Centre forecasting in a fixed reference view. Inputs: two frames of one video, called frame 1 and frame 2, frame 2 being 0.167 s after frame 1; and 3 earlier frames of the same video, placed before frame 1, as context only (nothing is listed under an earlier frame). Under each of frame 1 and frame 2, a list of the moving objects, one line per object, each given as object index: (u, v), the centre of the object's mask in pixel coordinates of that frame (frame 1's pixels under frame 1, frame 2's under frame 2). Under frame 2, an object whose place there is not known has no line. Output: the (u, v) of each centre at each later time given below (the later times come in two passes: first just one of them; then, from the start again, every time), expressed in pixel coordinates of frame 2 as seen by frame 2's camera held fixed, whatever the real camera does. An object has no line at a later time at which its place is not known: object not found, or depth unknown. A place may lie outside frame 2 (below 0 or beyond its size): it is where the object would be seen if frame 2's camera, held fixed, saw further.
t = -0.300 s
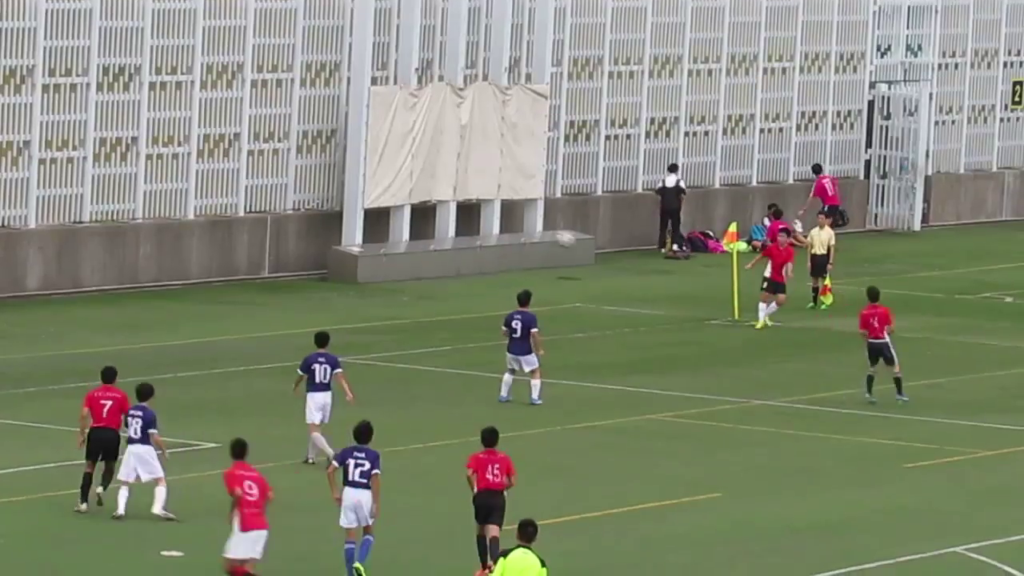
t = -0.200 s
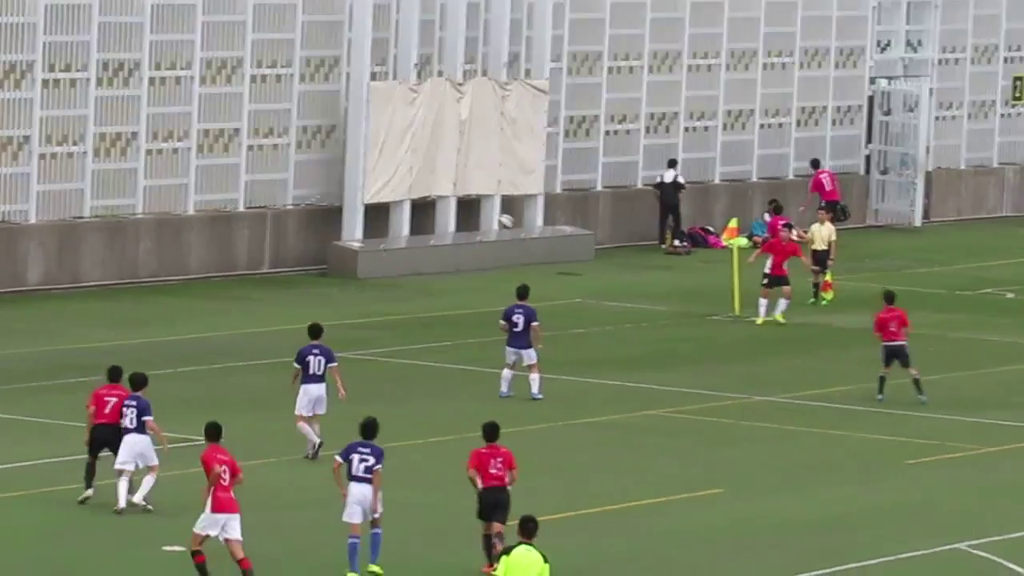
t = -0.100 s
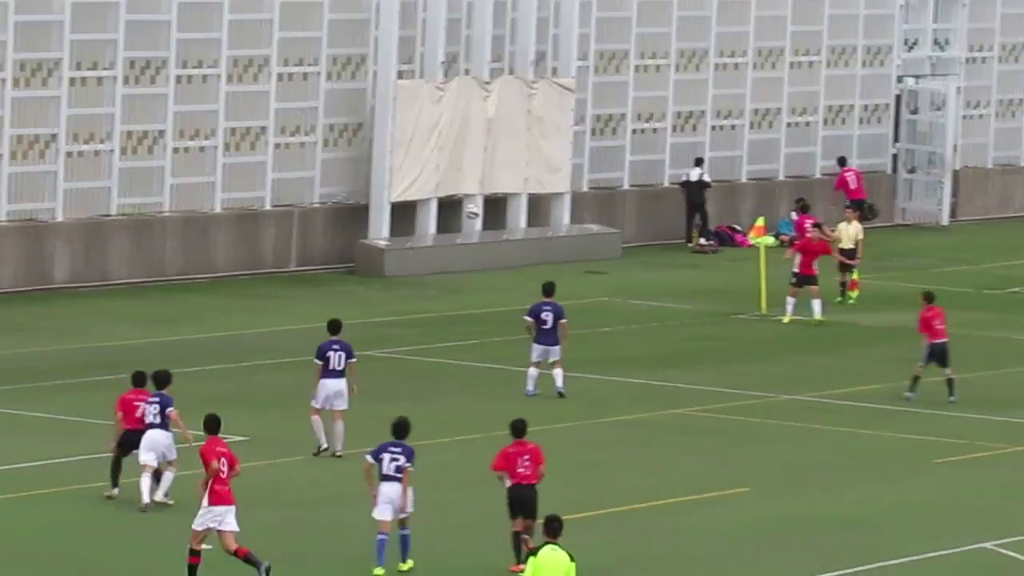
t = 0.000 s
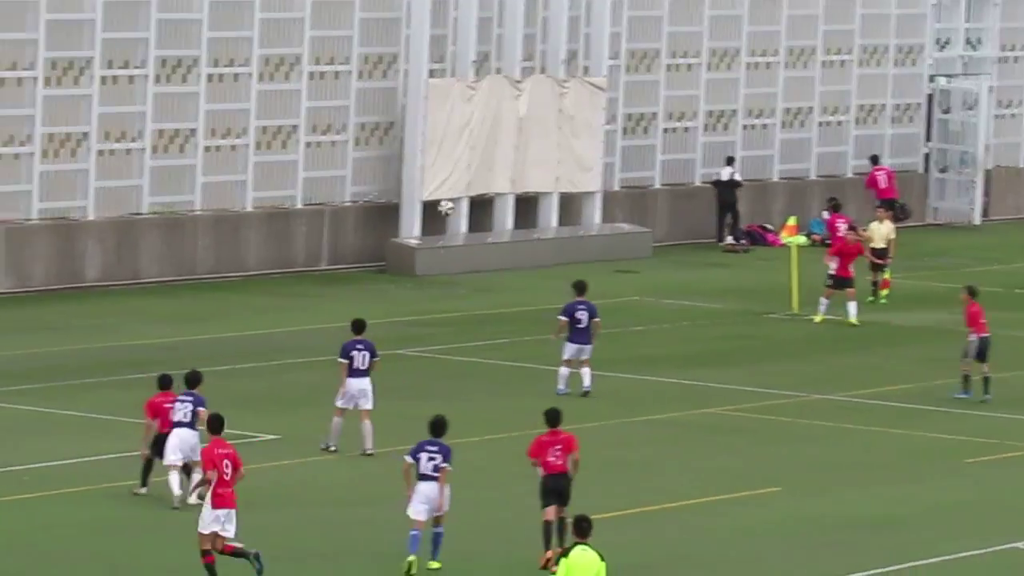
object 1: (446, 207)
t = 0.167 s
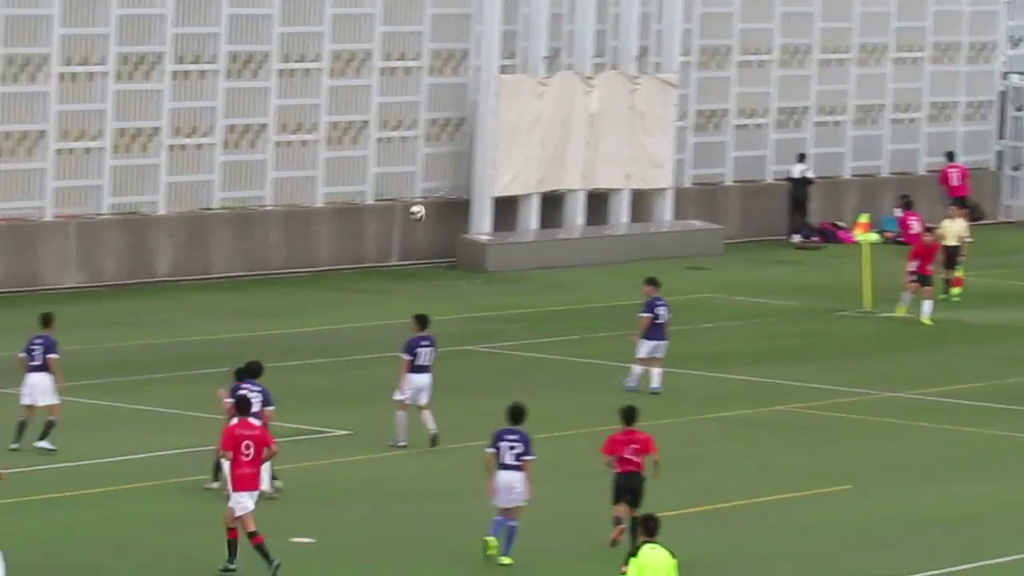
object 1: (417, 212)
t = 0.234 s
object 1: (377, 219)
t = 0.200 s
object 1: (398, 215)
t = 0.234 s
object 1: (377, 219)
